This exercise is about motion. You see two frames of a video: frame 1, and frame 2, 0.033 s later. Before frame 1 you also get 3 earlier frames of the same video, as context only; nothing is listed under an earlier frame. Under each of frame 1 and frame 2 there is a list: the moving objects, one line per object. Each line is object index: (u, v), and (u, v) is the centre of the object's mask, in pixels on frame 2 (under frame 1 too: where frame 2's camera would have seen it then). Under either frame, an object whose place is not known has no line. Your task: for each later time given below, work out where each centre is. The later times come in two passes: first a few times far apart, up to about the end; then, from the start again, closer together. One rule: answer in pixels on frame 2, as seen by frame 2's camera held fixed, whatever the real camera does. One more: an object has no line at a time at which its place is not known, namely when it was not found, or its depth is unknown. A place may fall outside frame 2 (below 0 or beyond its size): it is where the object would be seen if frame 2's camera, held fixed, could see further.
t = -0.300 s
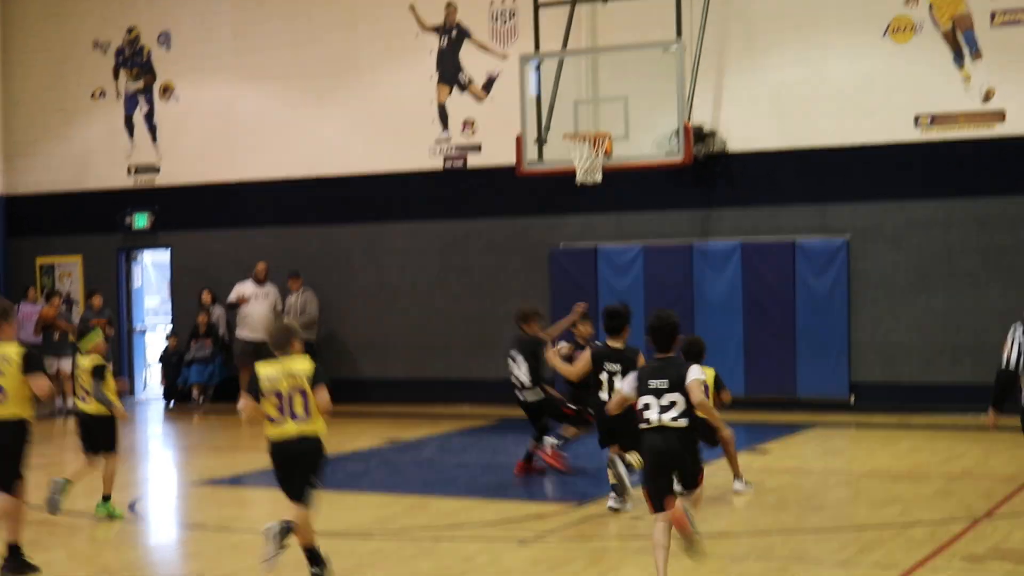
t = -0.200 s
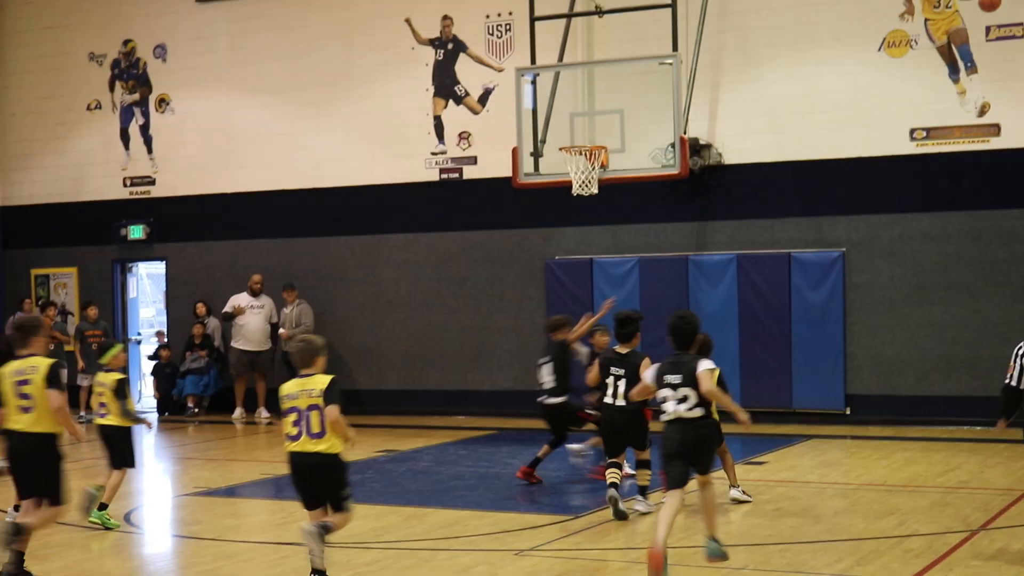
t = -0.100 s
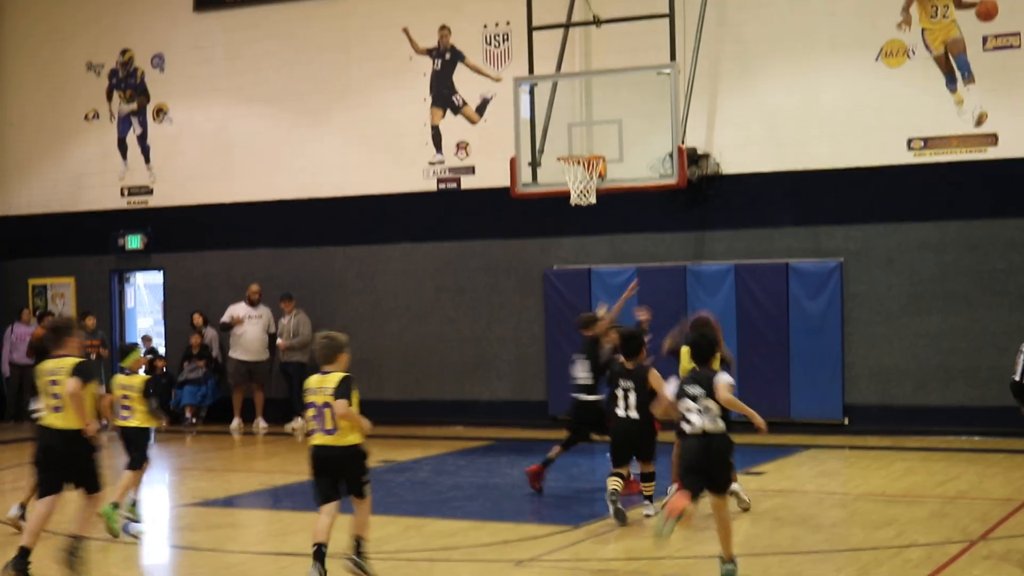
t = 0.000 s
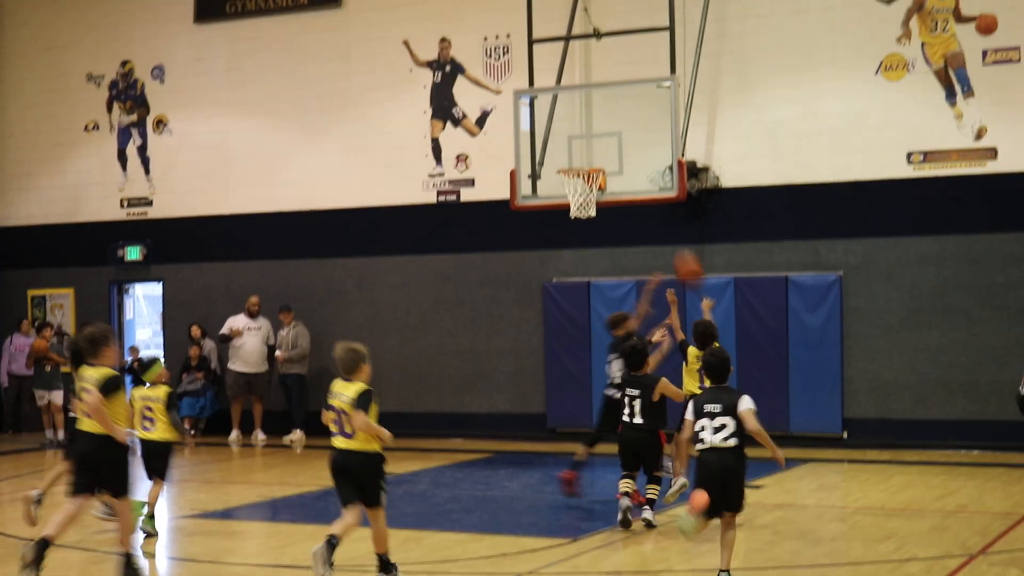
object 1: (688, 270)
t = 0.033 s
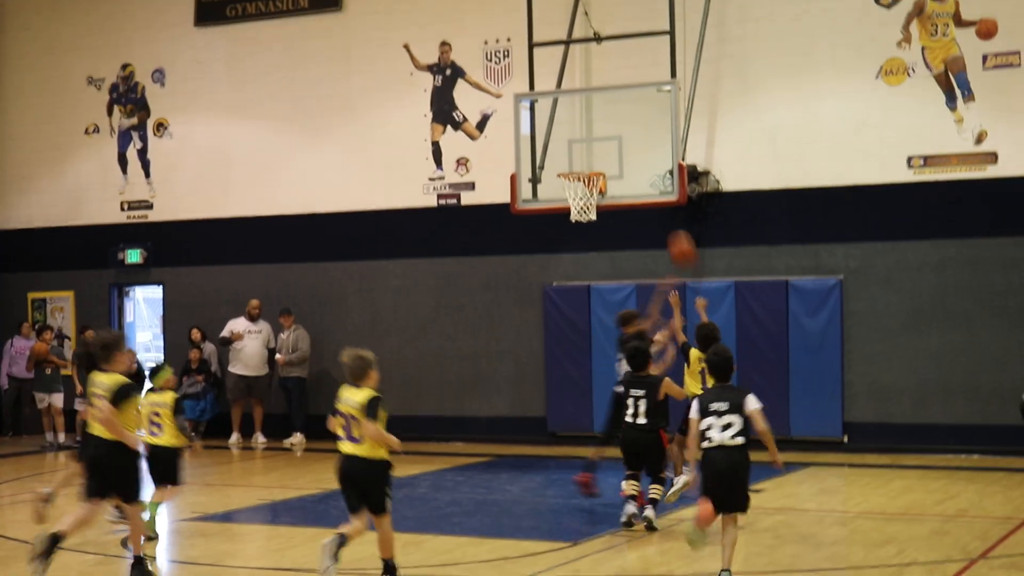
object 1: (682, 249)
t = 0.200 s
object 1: (651, 158)
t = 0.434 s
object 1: (614, 95)
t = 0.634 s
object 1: (588, 89)
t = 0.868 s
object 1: (562, 130)
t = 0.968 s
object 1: (541, 156)
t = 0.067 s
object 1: (675, 228)
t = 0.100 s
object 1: (670, 213)
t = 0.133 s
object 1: (662, 189)
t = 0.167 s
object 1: (656, 172)
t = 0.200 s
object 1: (651, 158)
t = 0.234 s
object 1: (645, 145)
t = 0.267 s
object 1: (640, 133)
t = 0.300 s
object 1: (634, 122)
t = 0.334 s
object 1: (629, 114)
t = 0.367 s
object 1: (624, 106)
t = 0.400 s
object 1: (619, 100)
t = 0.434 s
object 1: (614, 95)
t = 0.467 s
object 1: (609, 91)
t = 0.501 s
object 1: (605, 88)
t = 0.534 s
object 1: (600, 87)
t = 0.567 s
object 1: (596, 87)
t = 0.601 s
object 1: (592, 88)
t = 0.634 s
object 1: (588, 89)
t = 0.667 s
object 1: (584, 92)
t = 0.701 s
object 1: (580, 97)
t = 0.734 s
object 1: (576, 101)
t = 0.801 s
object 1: (569, 114)
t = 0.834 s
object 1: (565, 121)
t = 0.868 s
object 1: (562, 130)
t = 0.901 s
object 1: (557, 140)
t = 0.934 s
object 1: (549, 147)
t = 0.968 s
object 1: (541, 156)
